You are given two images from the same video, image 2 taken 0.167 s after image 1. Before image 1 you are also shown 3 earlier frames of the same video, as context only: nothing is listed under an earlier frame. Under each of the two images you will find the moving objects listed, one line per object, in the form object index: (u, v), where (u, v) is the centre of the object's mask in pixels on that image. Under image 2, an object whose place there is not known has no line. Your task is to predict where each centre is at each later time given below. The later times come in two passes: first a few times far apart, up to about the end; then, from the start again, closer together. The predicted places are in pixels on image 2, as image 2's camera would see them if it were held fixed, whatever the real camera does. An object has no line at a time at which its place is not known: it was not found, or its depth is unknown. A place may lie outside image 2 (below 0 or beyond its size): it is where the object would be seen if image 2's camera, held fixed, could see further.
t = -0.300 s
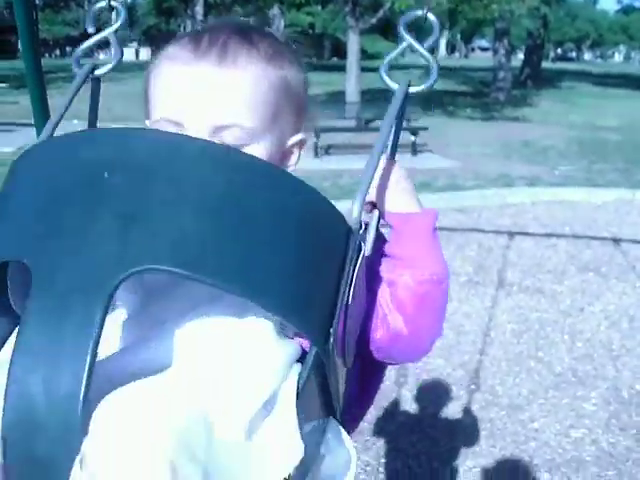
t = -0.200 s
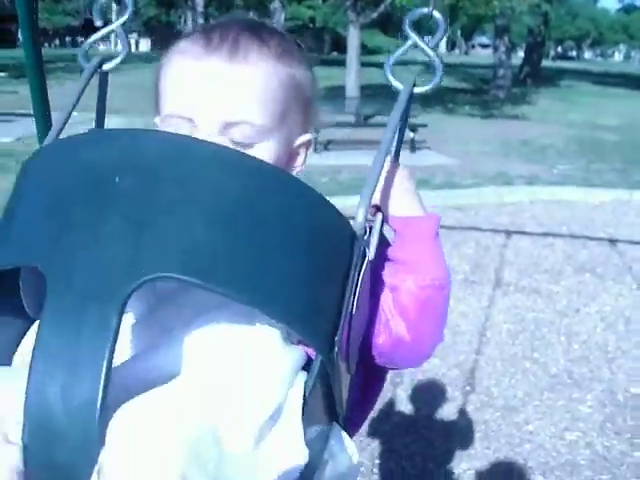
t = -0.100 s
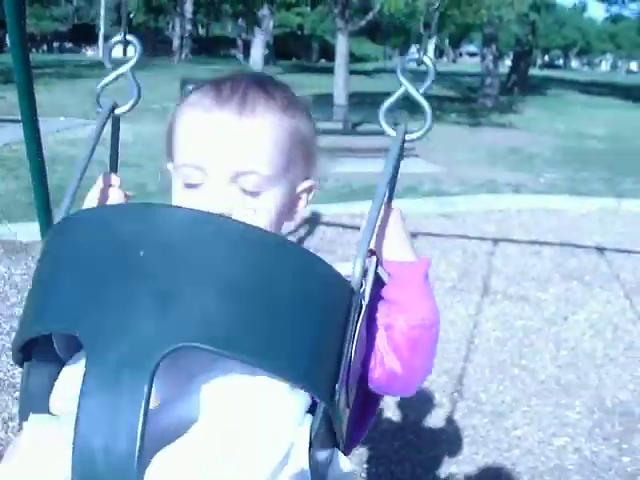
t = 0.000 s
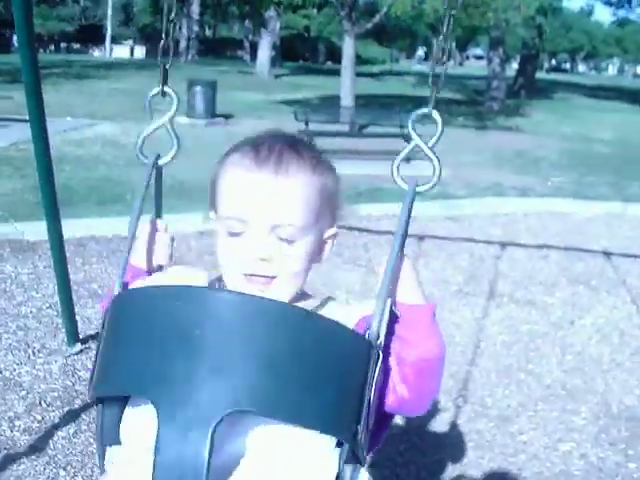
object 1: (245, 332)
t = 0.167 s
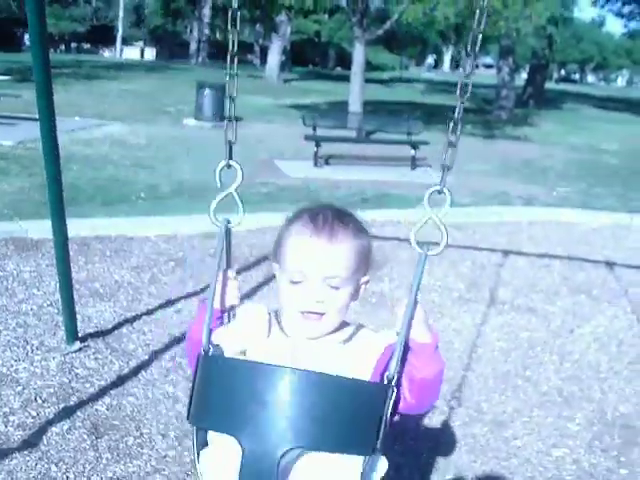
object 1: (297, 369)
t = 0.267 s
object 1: (331, 371)
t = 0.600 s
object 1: (393, 267)
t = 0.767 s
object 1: (390, 210)
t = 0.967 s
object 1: (404, 169)
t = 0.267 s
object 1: (331, 371)
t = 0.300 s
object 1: (326, 369)
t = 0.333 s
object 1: (343, 361)
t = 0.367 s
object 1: (343, 352)
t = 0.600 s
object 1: (393, 267)
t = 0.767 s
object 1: (390, 210)
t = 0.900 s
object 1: (400, 180)
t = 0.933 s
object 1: (407, 172)
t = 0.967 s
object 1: (404, 169)
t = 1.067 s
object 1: (405, 162)
